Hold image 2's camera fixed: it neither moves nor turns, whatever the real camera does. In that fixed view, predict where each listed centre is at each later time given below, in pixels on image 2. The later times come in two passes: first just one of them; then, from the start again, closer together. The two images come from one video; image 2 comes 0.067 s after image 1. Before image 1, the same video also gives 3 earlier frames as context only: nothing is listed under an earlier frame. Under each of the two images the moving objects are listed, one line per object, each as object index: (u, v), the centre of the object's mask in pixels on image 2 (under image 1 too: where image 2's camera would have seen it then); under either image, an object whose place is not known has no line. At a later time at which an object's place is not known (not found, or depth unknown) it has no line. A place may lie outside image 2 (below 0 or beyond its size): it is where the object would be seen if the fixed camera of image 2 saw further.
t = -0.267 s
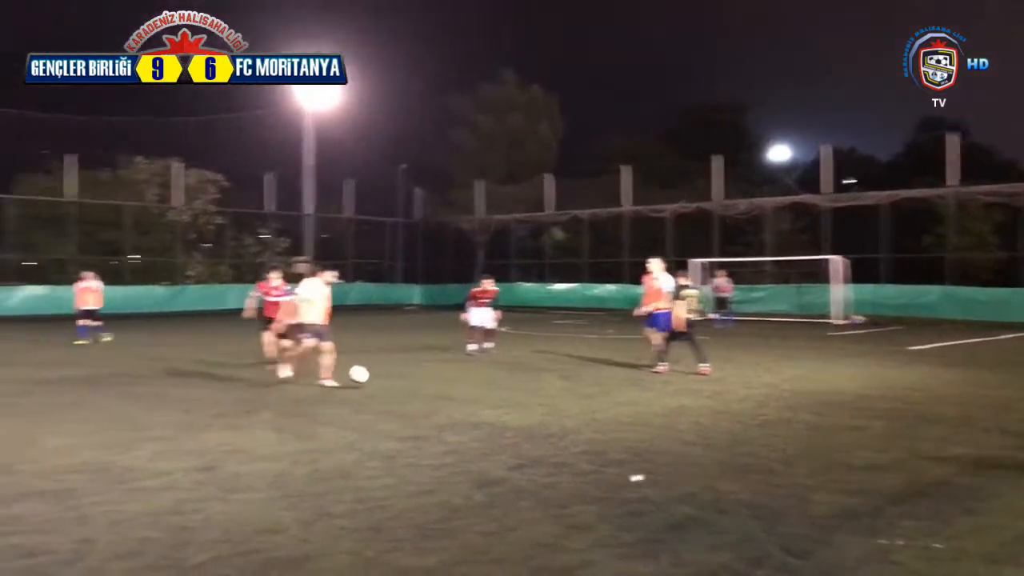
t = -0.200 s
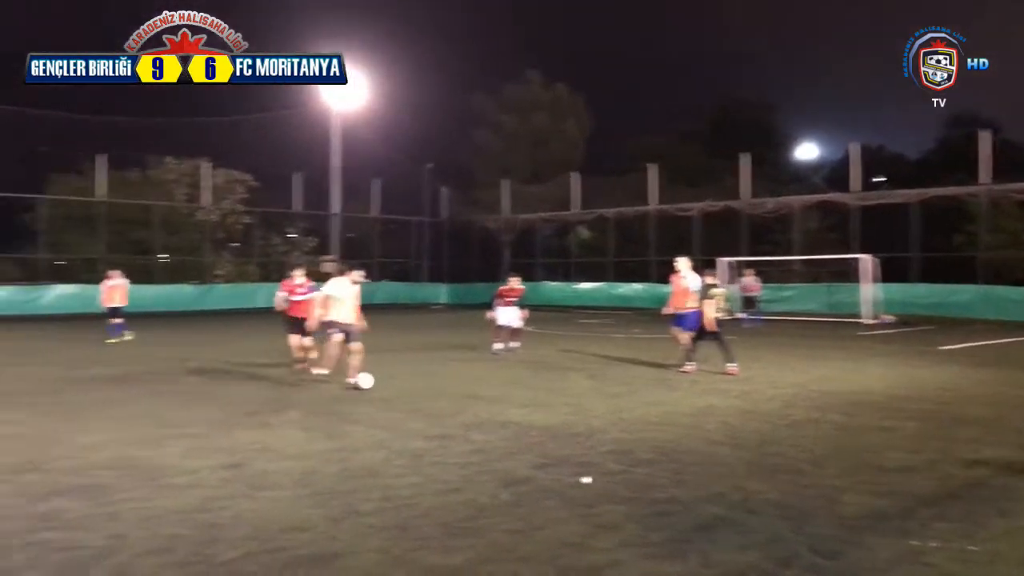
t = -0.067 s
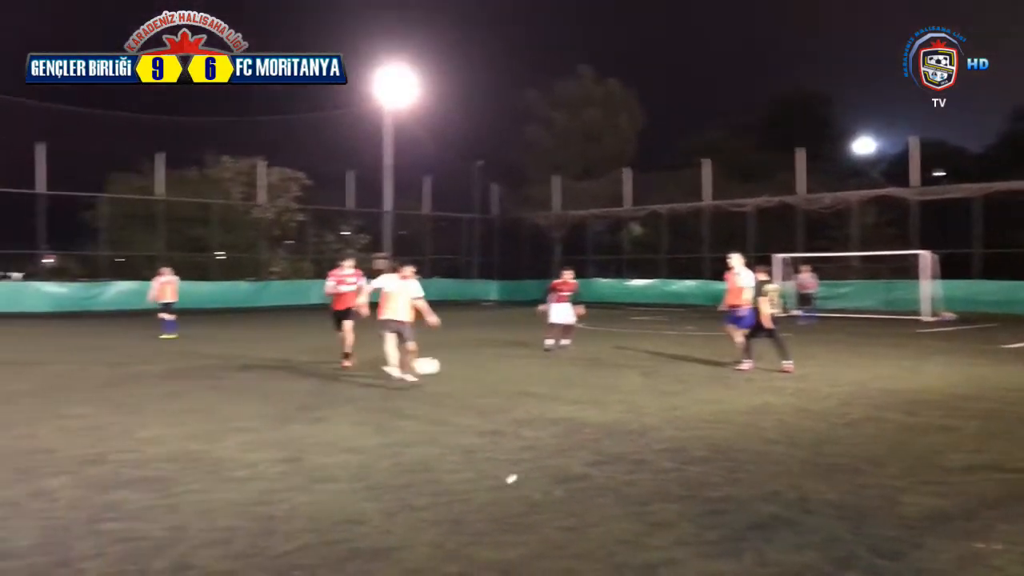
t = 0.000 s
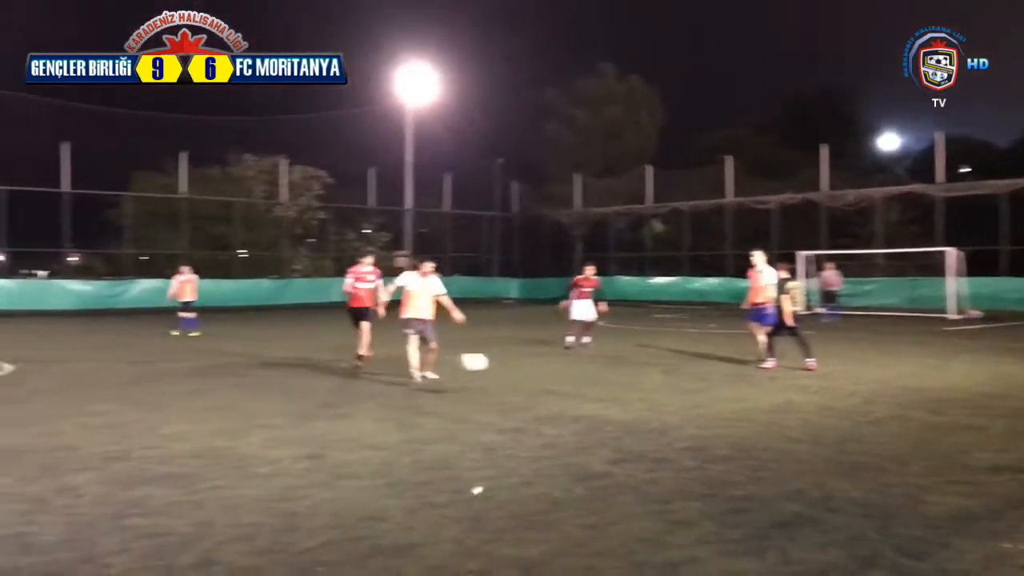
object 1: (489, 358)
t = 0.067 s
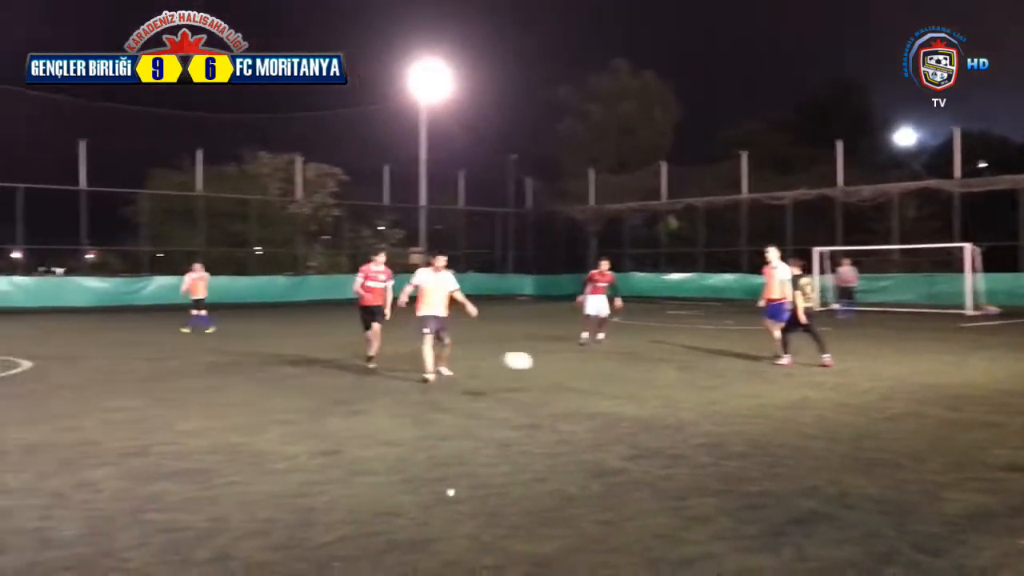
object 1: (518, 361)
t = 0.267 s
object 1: (627, 396)
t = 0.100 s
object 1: (535, 363)
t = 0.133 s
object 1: (551, 367)
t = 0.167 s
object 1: (569, 373)
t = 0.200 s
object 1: (587, 379)
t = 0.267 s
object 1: (627, 396)
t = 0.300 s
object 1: (647, 407)
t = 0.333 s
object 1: (666, 413)
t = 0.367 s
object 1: (681, 409)
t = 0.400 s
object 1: (696, 406)
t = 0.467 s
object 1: (726, 405)
